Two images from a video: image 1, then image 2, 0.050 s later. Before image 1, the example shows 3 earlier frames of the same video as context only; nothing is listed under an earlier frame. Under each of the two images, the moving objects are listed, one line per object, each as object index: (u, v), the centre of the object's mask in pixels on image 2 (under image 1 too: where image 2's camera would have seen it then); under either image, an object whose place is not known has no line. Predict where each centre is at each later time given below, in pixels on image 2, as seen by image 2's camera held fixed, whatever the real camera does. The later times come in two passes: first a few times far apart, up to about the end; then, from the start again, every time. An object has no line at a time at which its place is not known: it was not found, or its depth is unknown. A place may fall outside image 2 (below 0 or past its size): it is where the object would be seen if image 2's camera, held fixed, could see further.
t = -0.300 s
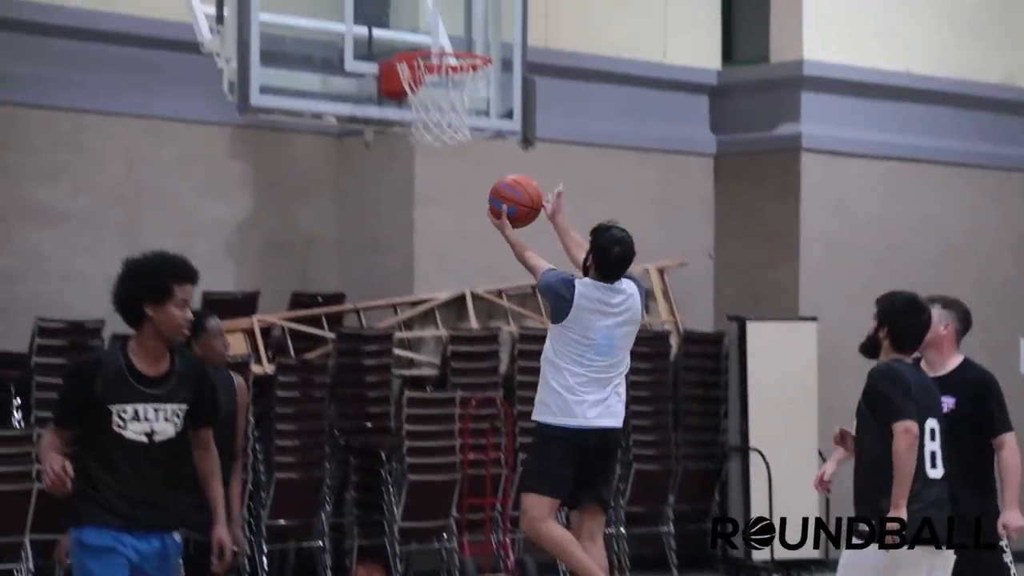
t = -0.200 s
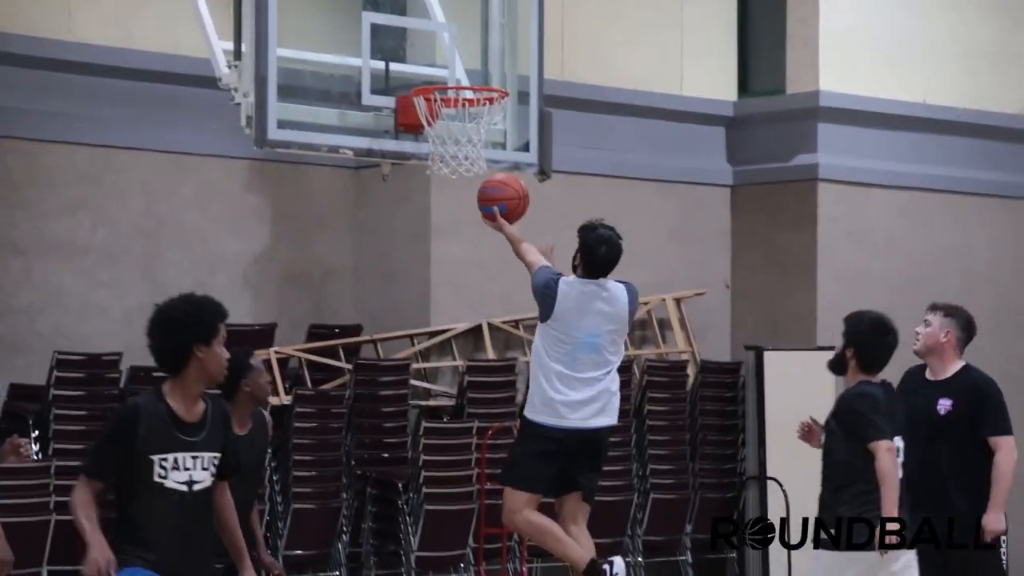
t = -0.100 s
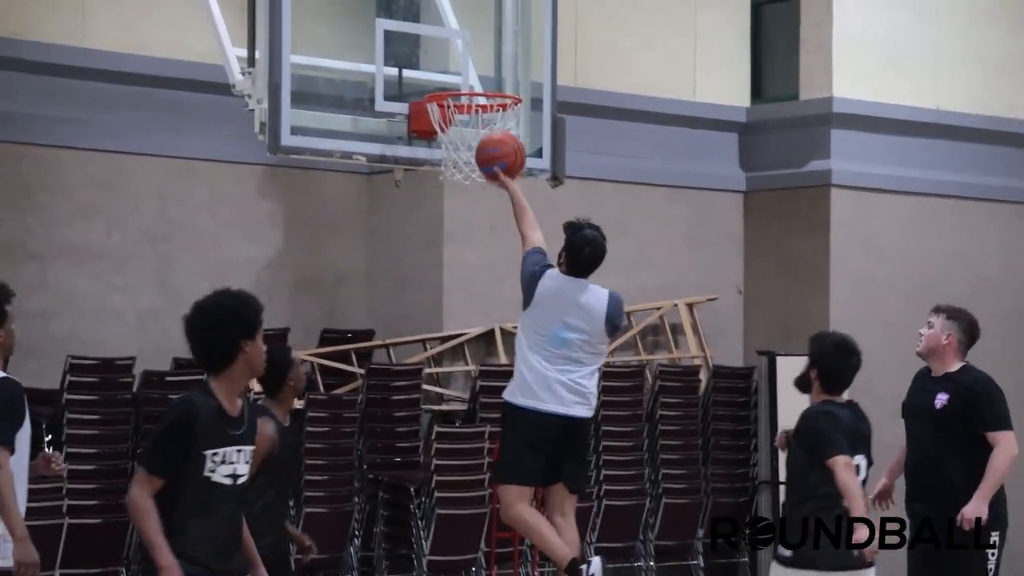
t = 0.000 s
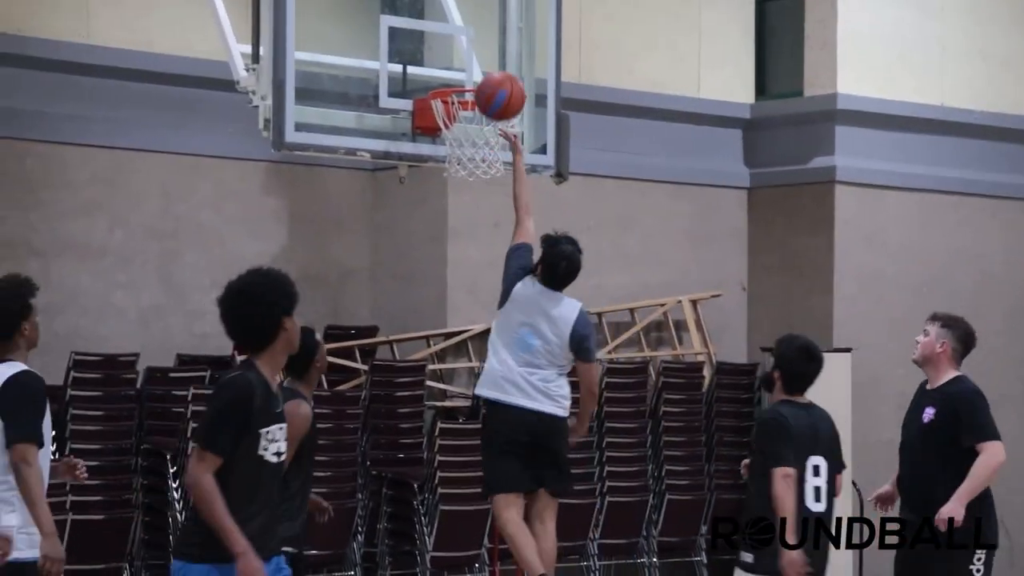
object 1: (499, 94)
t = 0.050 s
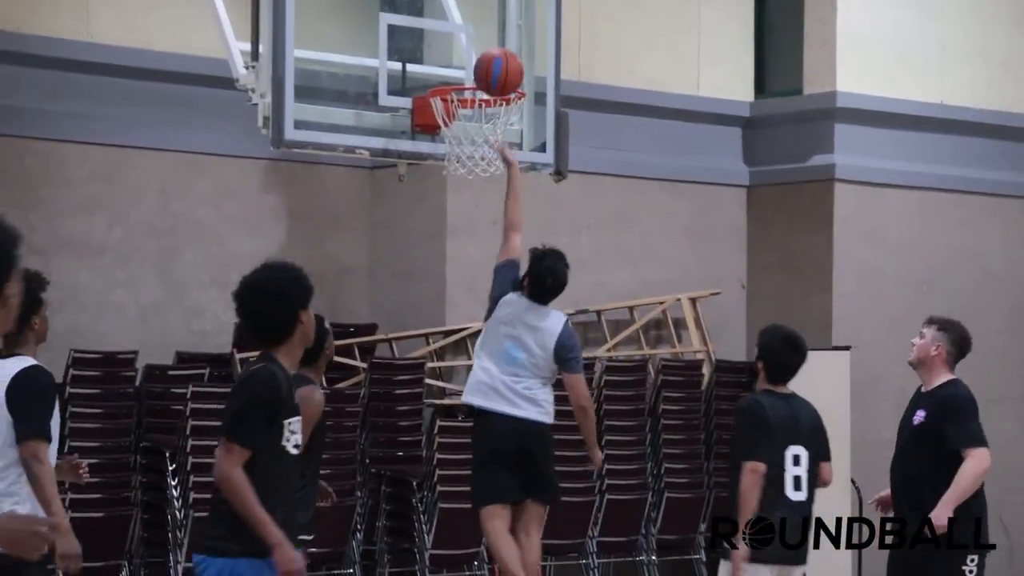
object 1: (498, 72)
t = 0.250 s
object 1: (493, 38)
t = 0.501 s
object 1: (485, 108)
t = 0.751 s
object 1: (470, 216)
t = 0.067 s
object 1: (498, 66)
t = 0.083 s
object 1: (497, 61)
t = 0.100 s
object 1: (497, 56)
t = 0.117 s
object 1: (496, 52)
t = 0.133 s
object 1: (496, 48)
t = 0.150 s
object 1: (495, 45)
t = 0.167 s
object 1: (495, 42)
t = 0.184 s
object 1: (494, 40)
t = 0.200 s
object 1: (494, 39)
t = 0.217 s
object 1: (494, 38)
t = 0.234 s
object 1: (493, 37)
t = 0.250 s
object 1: (493, 38)
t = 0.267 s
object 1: (492, 39)
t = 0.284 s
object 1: (492, 40)
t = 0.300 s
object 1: (491, 42)
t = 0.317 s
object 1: (491, 44)
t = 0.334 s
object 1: (490, 47)
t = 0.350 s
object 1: (490, 51)
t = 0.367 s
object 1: (489, 55)
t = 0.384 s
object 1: (489, 59)
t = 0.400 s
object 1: (488, 64)
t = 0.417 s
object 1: (488, 68)
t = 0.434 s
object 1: (488, 71)
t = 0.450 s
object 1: (487, 74)
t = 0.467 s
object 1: (488, 90)
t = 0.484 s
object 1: (486, 99)
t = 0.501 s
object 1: (485, 108)
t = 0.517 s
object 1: (484, 115)
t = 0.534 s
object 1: (484, 123)
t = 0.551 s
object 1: (483, 132)
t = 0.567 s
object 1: (481, 140)
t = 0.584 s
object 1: (480, 147)
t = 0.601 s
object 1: (479, 151)
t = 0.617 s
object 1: (479, 161)
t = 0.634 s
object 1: (477, 165)
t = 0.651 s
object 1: (477, 170)
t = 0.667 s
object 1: (476, 175)
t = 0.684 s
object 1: (475, 182)
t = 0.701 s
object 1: (473, 191)
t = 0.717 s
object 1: (472, 199)
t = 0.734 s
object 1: (471, 207)
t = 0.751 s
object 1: (470, 216)
